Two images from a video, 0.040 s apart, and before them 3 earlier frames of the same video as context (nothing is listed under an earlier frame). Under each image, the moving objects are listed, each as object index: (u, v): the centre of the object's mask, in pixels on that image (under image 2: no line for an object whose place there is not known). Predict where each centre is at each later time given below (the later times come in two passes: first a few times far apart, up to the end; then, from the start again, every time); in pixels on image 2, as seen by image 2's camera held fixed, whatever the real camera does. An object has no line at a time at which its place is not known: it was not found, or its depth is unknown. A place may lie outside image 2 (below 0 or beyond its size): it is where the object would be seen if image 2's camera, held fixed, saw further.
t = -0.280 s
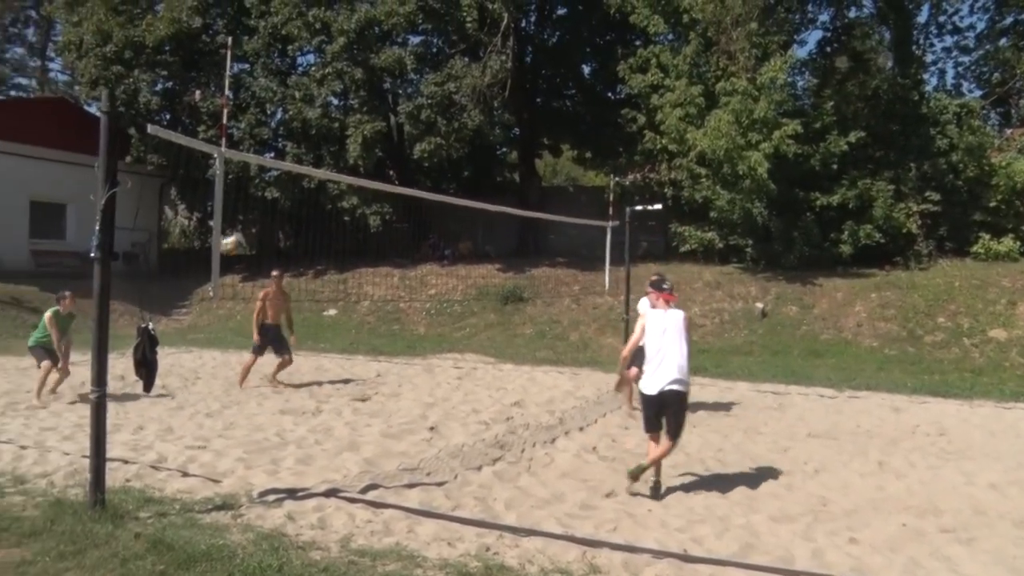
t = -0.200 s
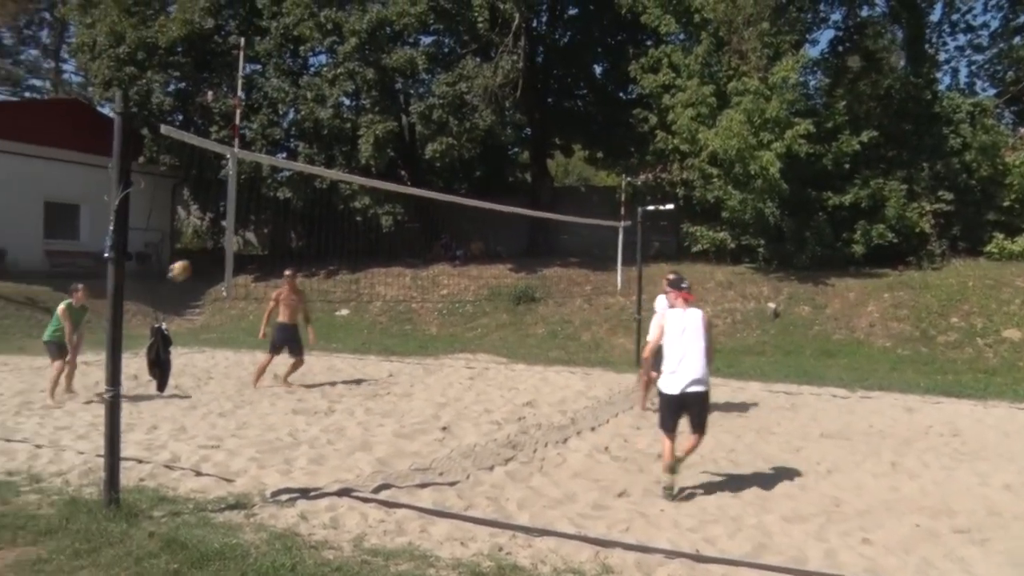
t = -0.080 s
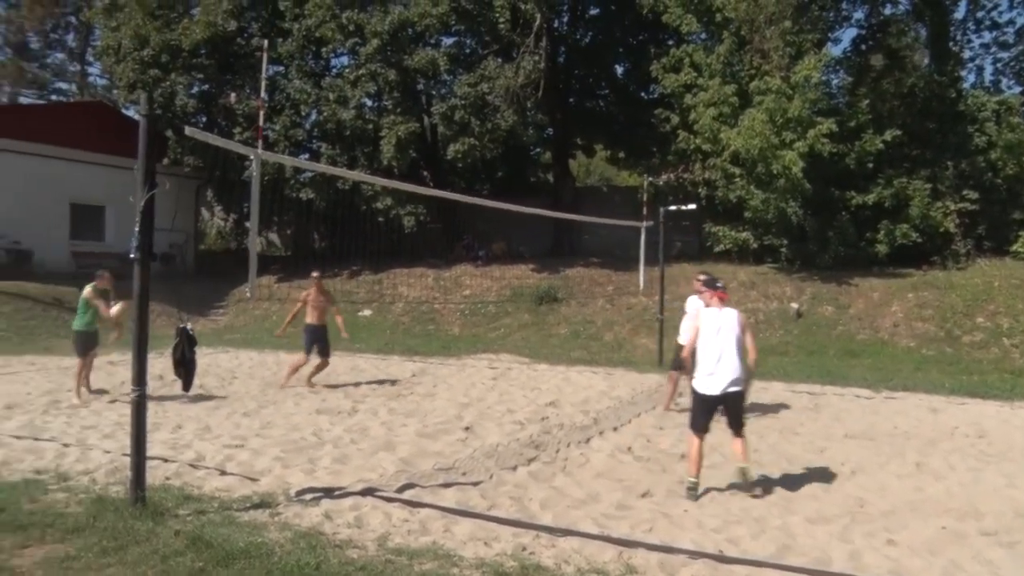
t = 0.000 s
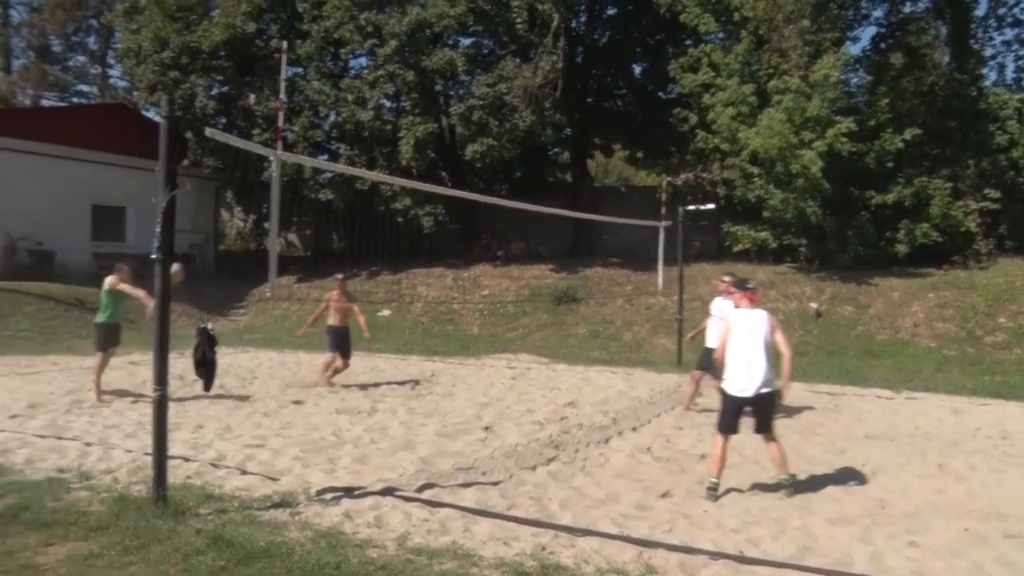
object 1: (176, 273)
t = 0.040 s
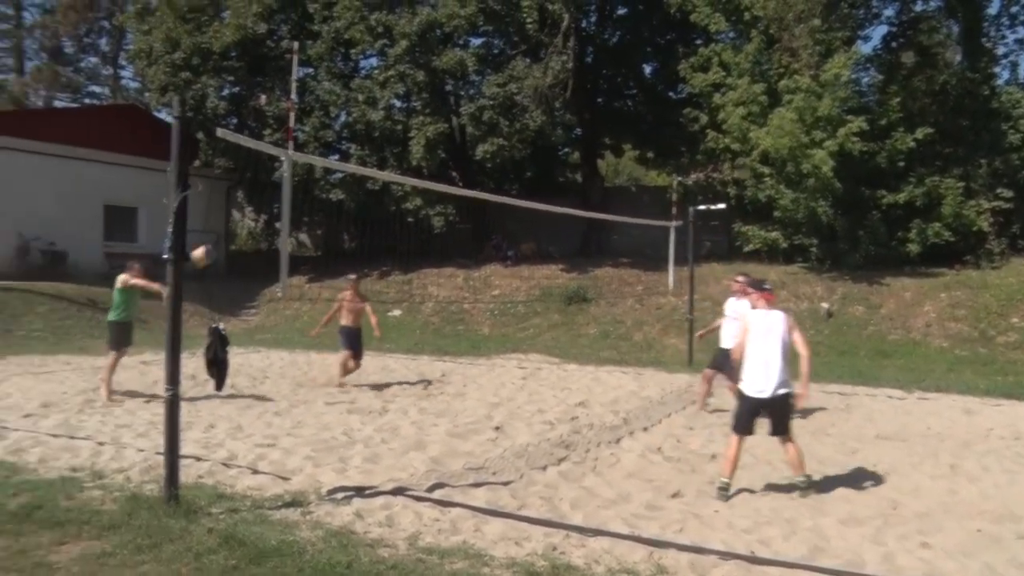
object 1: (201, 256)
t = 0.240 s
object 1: (302, 181)
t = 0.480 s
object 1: (434, 129)
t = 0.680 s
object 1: (561, 124)
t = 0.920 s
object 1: (729, 181)
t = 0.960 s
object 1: (760, 201)
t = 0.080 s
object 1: (219, 239)
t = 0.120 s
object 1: (239, 222)
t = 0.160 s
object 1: (258, 208)
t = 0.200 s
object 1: (276, 195)
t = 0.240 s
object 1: (302, 181)
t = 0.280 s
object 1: (319, 171)
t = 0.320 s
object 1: (343, 154)
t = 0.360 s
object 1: (364, 150)
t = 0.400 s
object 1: (388, 141)
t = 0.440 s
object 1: (408, 134)
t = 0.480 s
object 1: (434, 129)
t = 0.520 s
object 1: (458, 125)
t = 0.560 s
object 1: (485, 122)
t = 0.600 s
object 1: (507, 120)
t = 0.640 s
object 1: (534, 121)
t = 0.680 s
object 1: (561, 124)
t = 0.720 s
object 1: (586, 129)
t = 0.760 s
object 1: (614, 134)
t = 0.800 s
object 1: (642, 143)
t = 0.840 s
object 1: (672, 154)
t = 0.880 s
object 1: (699, 167)
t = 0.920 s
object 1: (729, 181)
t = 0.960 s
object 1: (760, 201)
